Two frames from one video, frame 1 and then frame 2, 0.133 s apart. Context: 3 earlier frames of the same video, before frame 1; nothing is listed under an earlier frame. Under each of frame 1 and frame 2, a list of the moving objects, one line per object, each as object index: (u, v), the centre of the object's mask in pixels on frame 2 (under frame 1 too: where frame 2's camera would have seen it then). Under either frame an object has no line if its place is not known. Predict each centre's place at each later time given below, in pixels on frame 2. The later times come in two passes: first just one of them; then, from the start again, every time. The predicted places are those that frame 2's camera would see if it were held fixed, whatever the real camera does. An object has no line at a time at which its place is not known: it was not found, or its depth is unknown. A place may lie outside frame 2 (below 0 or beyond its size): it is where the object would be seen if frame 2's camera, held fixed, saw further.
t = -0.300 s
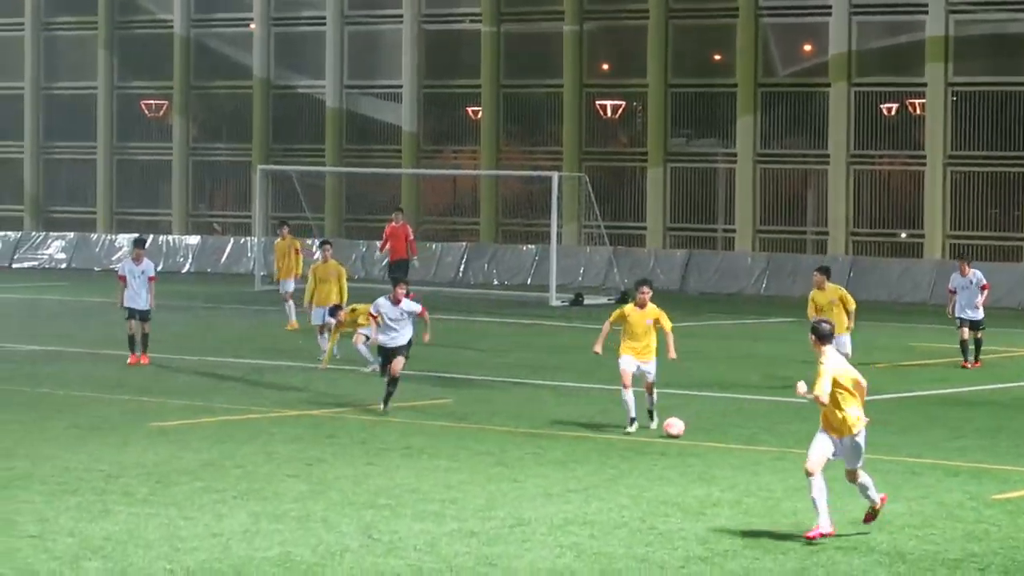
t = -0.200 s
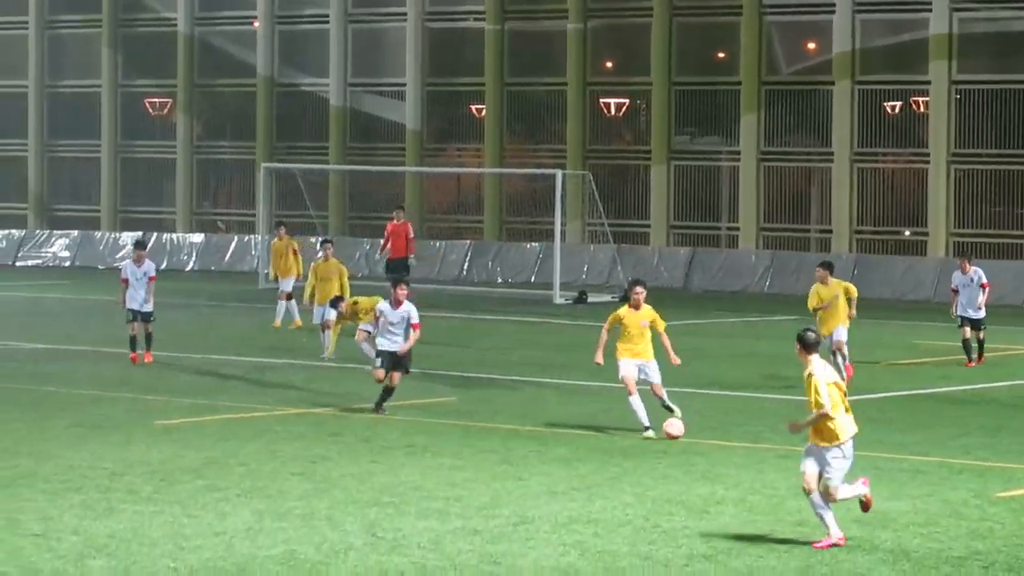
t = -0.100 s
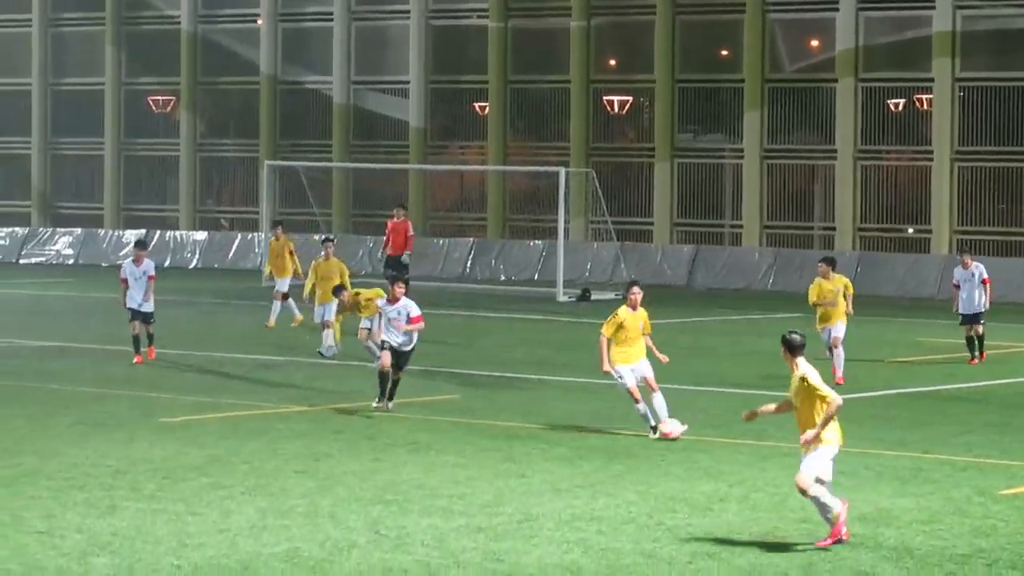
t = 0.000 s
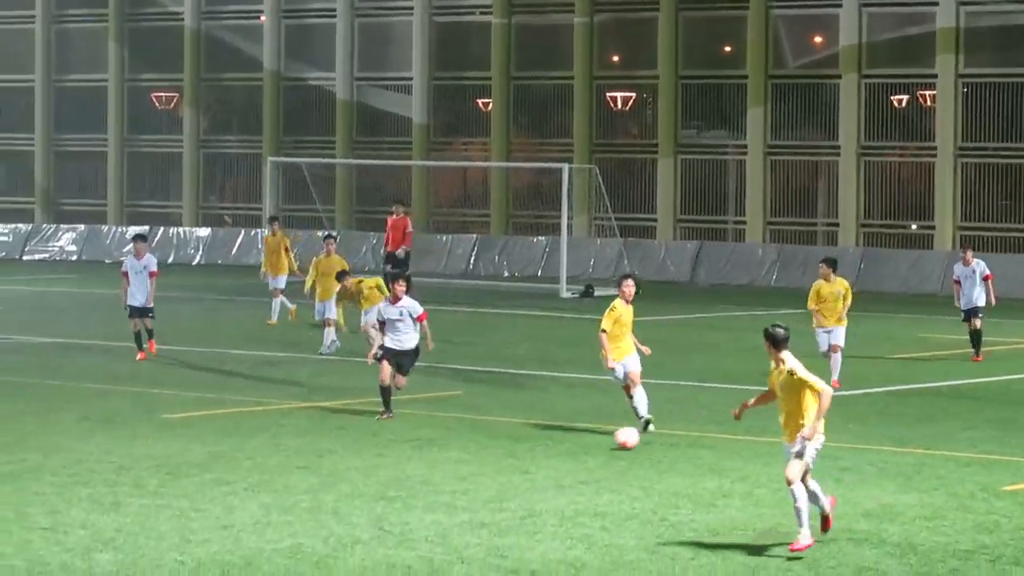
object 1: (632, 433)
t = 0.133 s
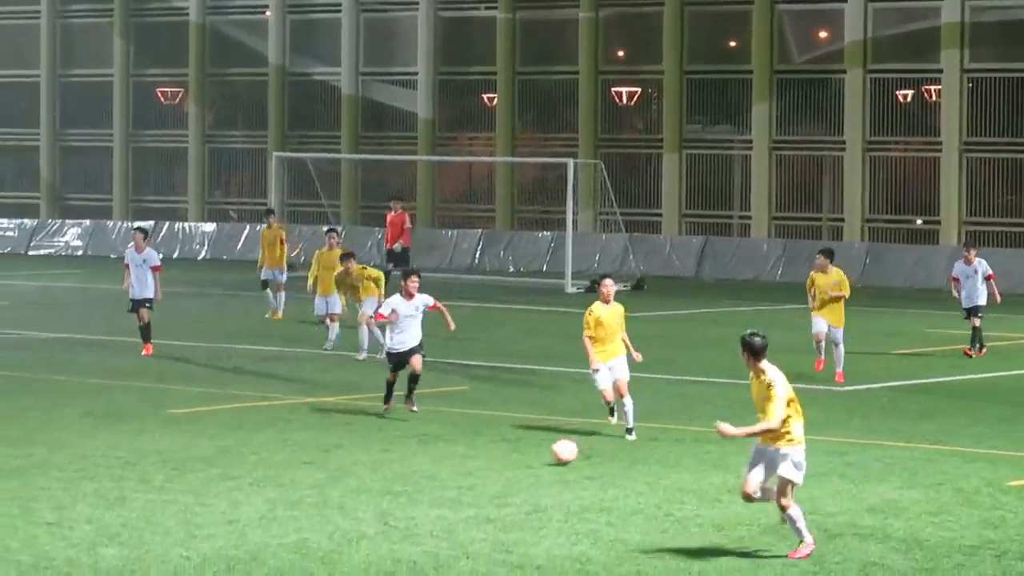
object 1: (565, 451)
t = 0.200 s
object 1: (528, 462)
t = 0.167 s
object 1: (547, 456)
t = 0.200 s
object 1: (528, 462)
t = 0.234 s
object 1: (509, 468)
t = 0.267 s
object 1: (489, 472)
